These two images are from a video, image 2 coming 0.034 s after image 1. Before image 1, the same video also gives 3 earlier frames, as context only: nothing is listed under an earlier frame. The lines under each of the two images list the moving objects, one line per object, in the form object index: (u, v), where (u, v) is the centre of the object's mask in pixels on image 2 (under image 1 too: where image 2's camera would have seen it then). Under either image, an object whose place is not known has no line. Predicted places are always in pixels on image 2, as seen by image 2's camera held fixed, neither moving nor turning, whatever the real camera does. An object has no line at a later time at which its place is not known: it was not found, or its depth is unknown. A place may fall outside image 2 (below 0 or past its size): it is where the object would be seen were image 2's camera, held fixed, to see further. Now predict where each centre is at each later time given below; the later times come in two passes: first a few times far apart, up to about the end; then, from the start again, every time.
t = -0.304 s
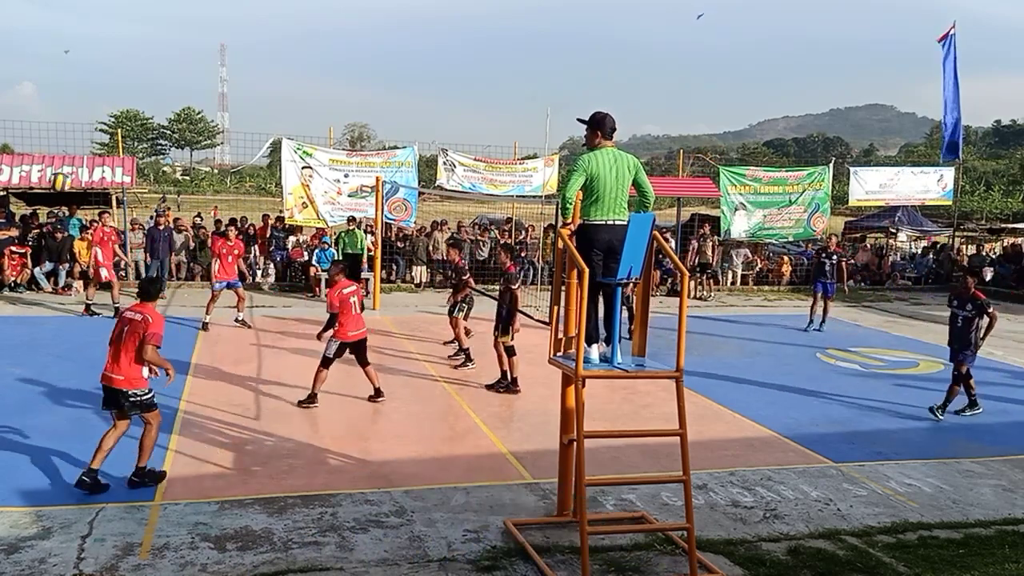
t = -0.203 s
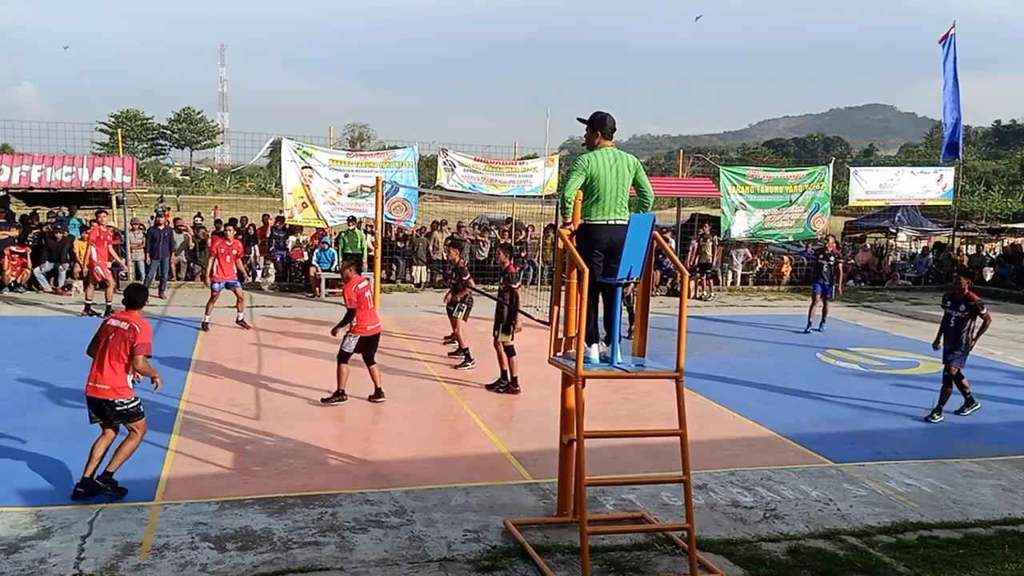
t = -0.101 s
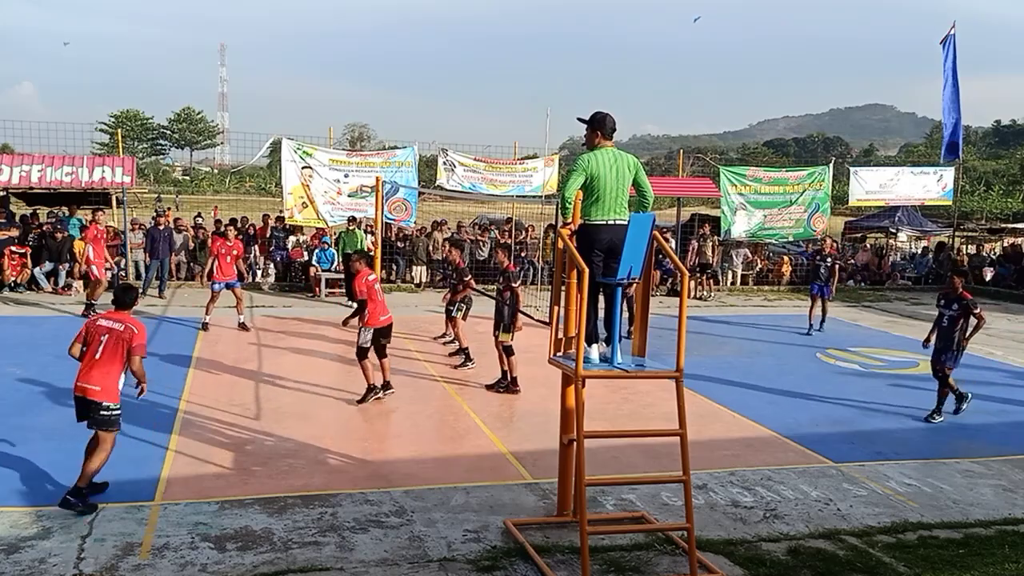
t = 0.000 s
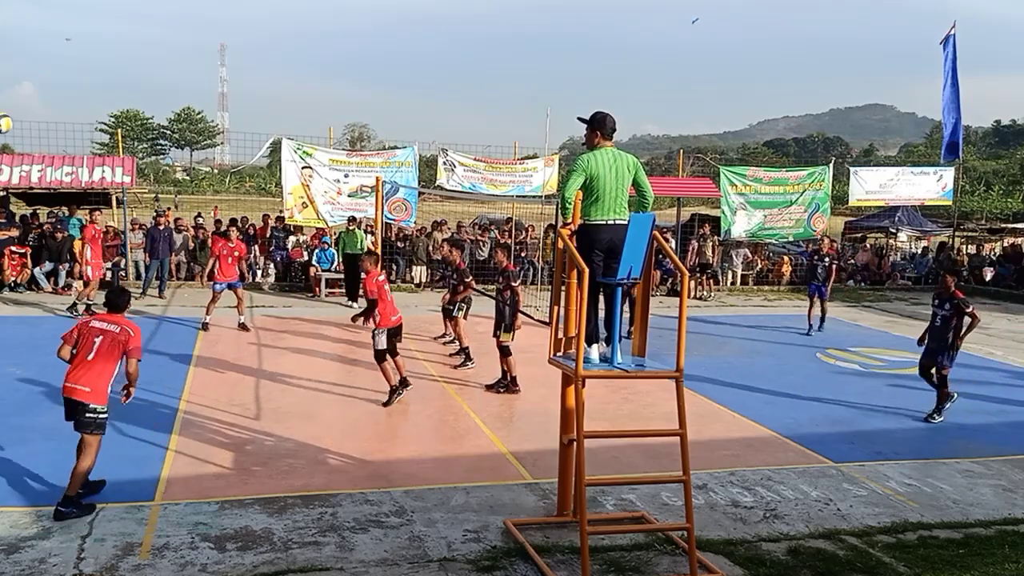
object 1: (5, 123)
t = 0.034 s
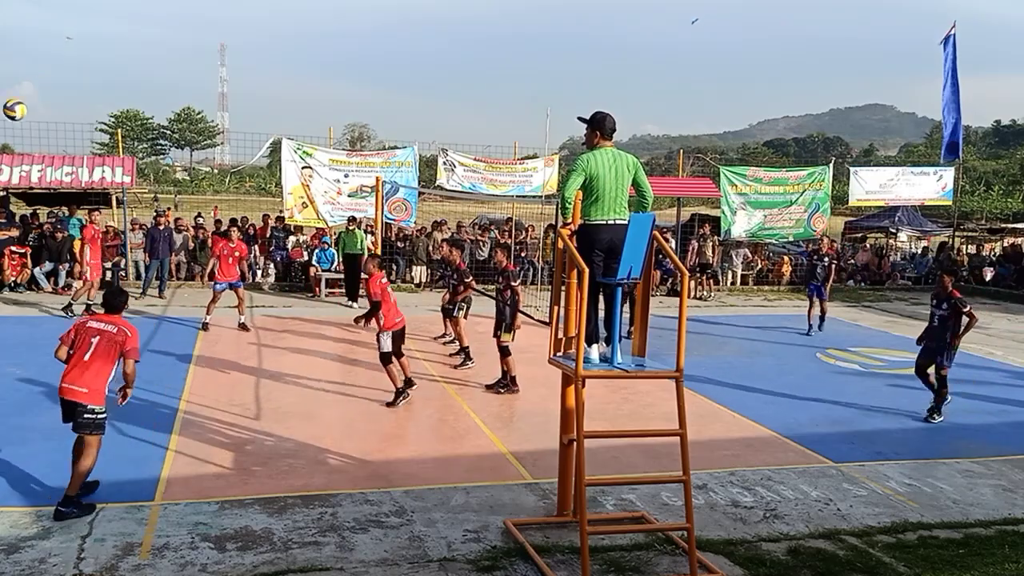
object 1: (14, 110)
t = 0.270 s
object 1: (111, 56)
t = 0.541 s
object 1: (213, 65)
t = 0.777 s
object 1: (289, 128)
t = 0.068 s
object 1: (28, 98)
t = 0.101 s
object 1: (42, 88)
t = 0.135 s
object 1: (57, 79)
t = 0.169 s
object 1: (70, 71)
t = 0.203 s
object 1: (84, 65)
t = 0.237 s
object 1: (97, 60)
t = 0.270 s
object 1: (111, 56)
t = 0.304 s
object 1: (124, 53)
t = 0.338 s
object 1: (137, 51)
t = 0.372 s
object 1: (150, 50)
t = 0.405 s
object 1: (163, 51)
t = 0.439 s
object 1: (176, 53)
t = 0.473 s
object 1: (188, 55)
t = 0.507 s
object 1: (201, 60)
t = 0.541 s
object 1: (213, 65)
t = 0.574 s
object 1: (224, 71)
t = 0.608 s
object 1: (236, 78)
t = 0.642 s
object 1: (247, 86)
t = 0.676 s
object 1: (258, 95)
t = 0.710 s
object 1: (268, 106)
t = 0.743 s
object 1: (279, 117)
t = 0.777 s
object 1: (289, 128)
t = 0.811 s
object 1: (298, 140)
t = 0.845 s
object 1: (309, 154)
